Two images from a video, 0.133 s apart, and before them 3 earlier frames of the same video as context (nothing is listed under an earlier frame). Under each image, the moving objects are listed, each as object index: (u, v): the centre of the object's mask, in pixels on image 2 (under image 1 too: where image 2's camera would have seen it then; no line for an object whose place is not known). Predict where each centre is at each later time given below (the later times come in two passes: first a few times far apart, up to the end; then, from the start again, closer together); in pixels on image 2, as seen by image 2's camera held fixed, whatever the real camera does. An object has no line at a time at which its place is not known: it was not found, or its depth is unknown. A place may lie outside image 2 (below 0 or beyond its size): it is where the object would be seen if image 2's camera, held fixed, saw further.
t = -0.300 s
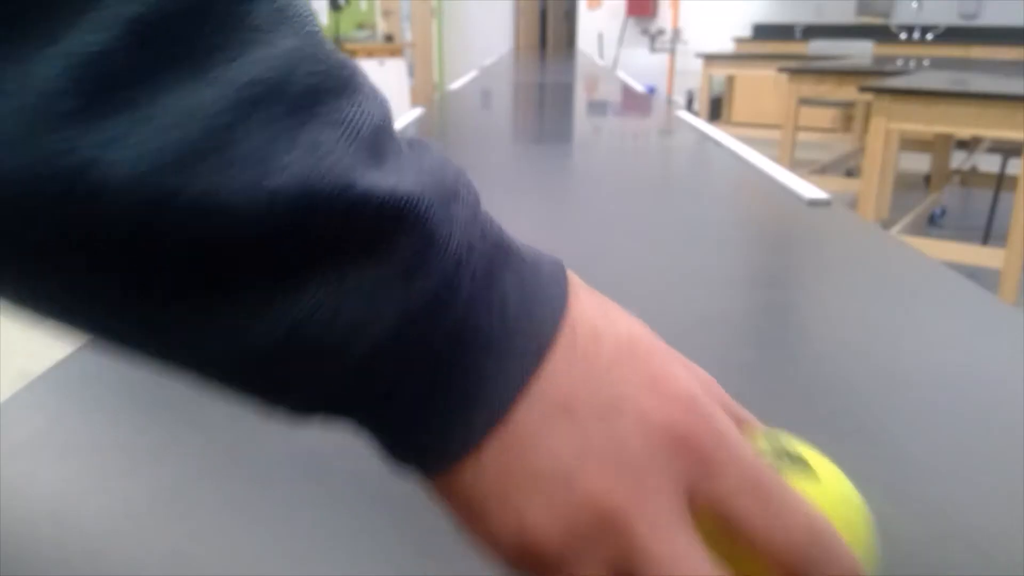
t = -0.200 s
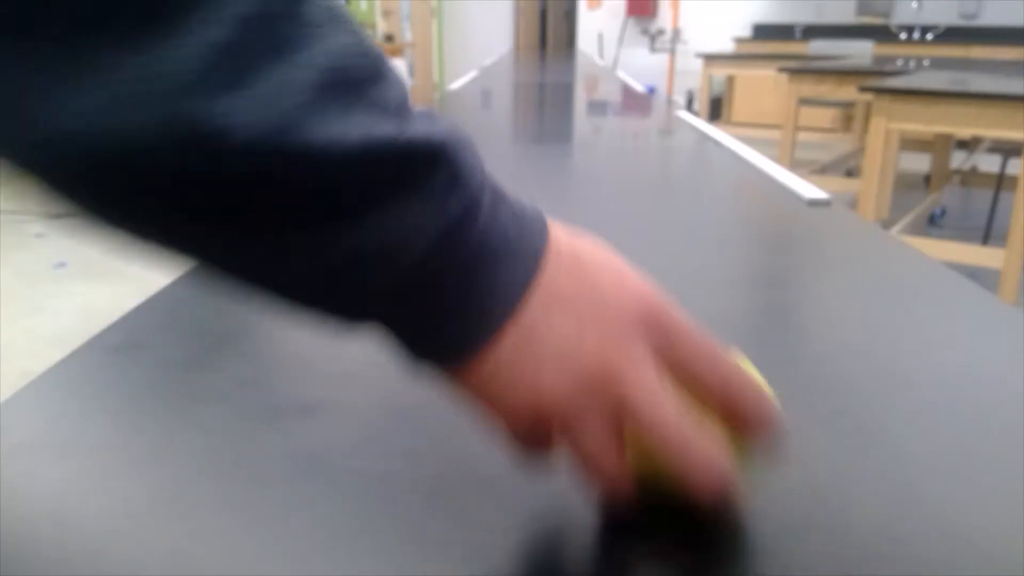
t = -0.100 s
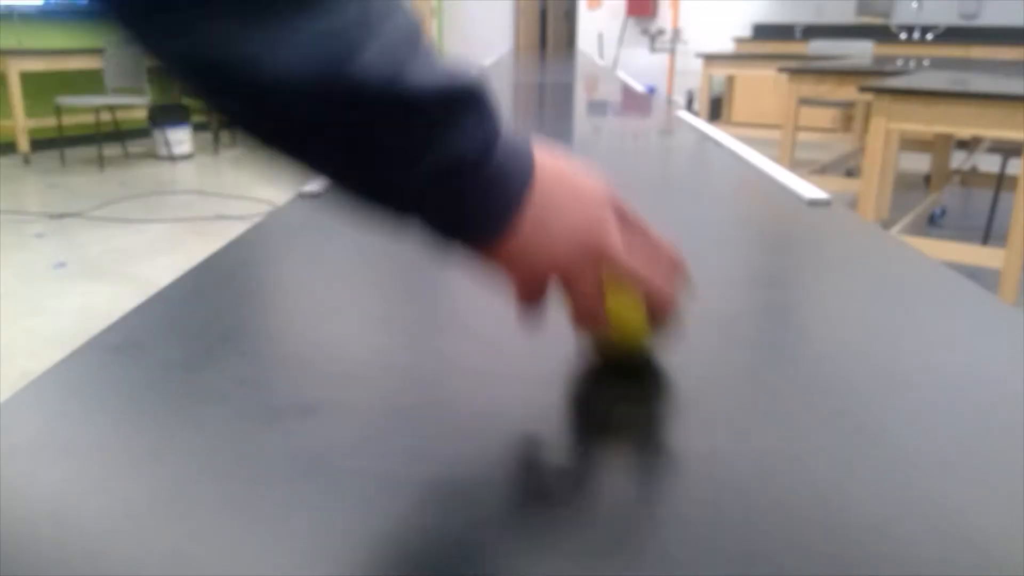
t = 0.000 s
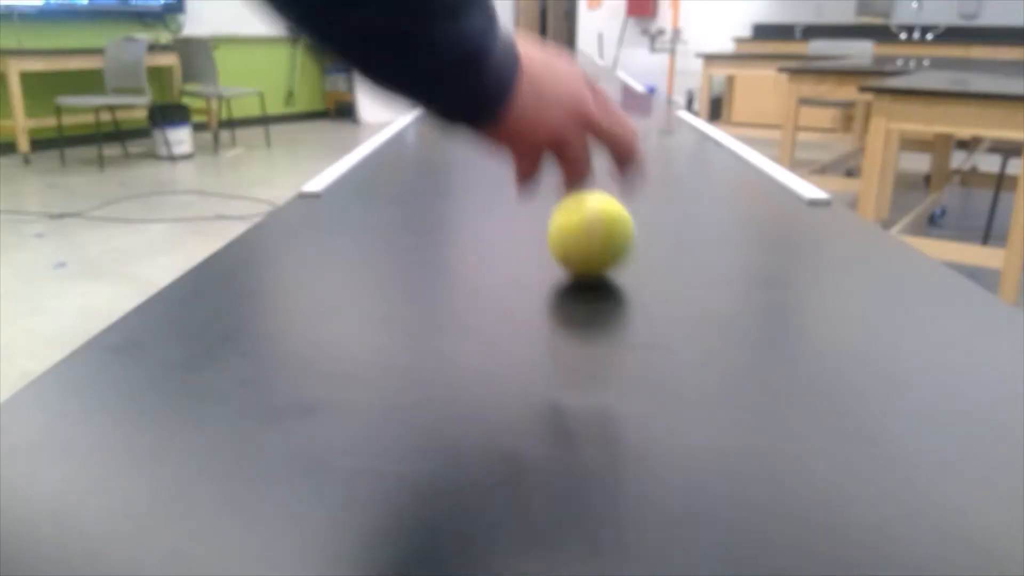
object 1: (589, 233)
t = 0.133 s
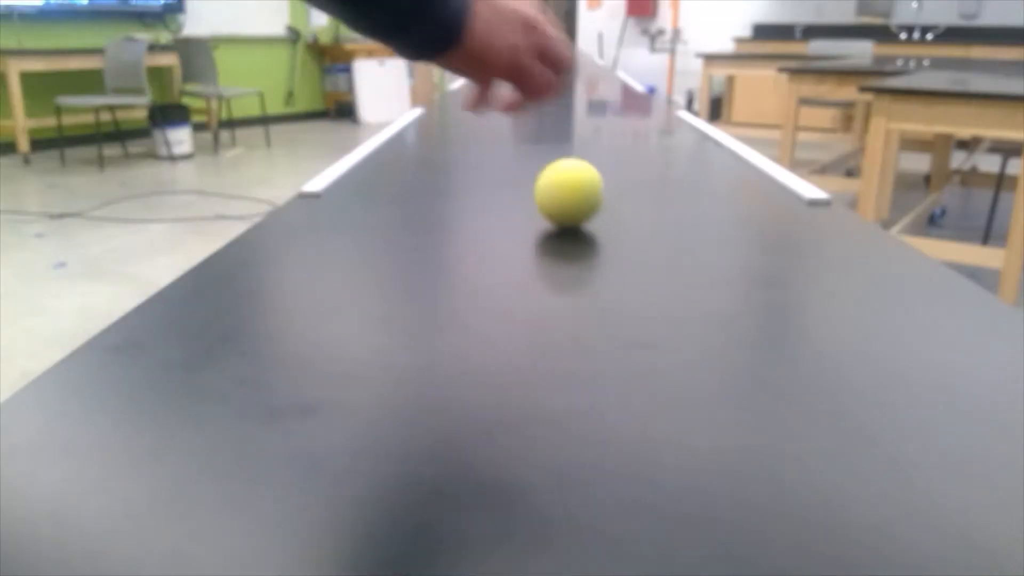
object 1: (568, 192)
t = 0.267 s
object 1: (556, 166)
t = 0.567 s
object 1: (538, 130)
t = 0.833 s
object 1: (528, 112)
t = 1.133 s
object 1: (521, 99)
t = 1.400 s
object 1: (517, 92)
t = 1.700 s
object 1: (515, 85)
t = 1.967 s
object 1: (515, 80)
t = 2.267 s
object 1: (518, 76)
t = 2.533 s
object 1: (521, 73)
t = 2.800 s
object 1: (524, 70)
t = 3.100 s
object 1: (528, 68)
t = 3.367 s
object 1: (532, 66)
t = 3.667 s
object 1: (537, 65)
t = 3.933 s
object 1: (540, 63)
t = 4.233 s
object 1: (545, 61)
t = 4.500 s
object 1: (549, 60)
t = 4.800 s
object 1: (553, 60)
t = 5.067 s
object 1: (557, 60)
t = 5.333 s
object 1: (561, 59)
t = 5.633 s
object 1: (565, 58)
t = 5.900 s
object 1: (568, 57)
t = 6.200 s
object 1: (572, 57)
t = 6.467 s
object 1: (574, 57)
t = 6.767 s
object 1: (577, 58)
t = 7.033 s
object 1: (578, 57)
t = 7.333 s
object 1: (580, 57)
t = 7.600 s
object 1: (581, 57)
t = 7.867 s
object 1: (581, 57)
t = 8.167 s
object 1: (582, 57)
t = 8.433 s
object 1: (583, 56)
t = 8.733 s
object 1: (583, 56)
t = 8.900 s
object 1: (583, 57)
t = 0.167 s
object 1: (565, 185)
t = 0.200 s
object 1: (562, 177)
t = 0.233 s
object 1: (559, 171)
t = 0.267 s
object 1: (556, 166)
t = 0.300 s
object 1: (553, 161)
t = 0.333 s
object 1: (551, 156)
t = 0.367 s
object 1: (548, 151)
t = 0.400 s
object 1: (546, 147)
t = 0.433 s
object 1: (544, 143)
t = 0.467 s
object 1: (542, 139)
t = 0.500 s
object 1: (540, 136)
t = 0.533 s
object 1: (539, 132)
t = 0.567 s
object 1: (538, 130)
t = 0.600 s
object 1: (536, 127)
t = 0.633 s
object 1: (535, 125)
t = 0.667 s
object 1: (533, 122)
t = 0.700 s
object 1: (532, 120)
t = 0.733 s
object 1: (531, 117)
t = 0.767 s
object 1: (530, 116)
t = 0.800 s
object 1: (529, 114)
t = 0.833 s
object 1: (528, 112)
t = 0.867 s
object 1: (527, 110)
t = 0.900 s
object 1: (526, 108)
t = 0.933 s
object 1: (525, 107)
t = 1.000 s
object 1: (524, 104)
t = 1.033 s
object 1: (523, 103)
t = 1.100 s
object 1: (521, 101)
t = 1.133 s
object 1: (521, 99)
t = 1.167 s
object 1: (520, 98)
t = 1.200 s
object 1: (519, 97)
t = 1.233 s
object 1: (519, 96)
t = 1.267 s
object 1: (518, 95)
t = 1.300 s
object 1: (518, 94)
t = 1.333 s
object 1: (518, 93)
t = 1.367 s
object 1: (517, 92)
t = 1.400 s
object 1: (517, 92)
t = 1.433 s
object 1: (516, 91)
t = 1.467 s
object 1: (516, 90)
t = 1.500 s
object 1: (516, 88)
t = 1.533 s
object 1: (516, 88)
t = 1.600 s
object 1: (515, 87)
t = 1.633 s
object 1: (515, 87)
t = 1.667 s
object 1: (515, 86)
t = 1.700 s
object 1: (515, 85)
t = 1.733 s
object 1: (515, 84)
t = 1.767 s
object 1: (515, 84)
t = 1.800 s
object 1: (515, 83)
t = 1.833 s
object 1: (515, 82)
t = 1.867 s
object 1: (515, 82)
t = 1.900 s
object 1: (515, 81)
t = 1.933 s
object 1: (515, 81)
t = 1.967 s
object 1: (515, 80)
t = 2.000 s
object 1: (515, 79)
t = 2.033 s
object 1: (516, 79)
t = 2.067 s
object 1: (516, 79)
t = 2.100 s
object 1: (516, 78)
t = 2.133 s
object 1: (517, 78)
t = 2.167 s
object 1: (517, 77)
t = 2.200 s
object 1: (517, 77)
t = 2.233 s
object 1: (517, 76)
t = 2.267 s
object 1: (518, 76)
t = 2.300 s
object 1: (518, 76)
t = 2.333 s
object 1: (518, 75)
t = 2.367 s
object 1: (519, 75)
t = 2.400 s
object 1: (519, 75)
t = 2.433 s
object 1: (520, 74)
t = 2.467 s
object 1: (520, 74)
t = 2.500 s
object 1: (520, 73)
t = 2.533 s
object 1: (521, 73)
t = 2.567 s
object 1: (521, 72)
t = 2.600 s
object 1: (521, 73)
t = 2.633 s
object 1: (522, 72)
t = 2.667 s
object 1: (522, 72)
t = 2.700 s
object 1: (523, 71)
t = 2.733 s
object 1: (523, 71)
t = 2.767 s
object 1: (524, 71)
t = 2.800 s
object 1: (524, 70)
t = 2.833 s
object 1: (525, 70)
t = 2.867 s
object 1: (525, 70)
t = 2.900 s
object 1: (525, 70)
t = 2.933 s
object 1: (526, 69)
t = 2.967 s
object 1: (527, 69)
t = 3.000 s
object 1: (527, 69)
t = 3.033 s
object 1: (527, 68)
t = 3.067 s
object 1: (528, 69)
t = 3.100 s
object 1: (528, 68)
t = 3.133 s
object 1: (529, 68)
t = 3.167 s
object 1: (529, 67)
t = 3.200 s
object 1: (530, 67)
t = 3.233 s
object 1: (530, 67)
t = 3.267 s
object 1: (531, 66)
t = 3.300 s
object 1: (531, 66)
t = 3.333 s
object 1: (531, 66)
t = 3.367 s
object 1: (532, 66)
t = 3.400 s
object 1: (533, 66)
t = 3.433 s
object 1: (533, 66)
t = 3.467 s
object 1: (534, 66)
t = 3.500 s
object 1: (534, 65)
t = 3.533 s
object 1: (535, 66)
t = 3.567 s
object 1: (535, 65)
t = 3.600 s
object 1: (536, 65)
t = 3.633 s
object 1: (536, 65)
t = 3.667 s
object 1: (537, 65)
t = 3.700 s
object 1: (537, 64)
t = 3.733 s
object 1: (538, 64)
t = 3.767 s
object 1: (538, 64)
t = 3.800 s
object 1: (539, 64)
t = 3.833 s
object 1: (539, 64)
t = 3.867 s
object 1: (539, 63)
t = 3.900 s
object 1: (540, 63)
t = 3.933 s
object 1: (540, 63)
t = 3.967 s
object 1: (541, 63)
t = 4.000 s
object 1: (542, 63)
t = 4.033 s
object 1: (542, 63)
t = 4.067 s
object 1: (543, 62)
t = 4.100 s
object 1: (543, 62)
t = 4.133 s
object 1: (544, 62)
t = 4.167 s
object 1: (544, 62)
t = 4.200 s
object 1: (544, 62)
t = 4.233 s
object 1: (545, 61)
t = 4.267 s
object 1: (545, 61)
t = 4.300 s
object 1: (546, 61)
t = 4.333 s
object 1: (546, 61)
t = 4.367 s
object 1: (547, 61)
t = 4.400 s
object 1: (547, 61)
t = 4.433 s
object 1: (548, 61)
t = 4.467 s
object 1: (548, 61)
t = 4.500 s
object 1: (549, 60)
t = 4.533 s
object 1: (549, 60)
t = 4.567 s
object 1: (550, 61)
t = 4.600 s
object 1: (550, 60)
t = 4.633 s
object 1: (551, 60)
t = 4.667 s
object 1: (551, 60)
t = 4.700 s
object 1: (552, 60)
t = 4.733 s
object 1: (552, 60)
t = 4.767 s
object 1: (553, 60)
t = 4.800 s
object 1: (553, 60)
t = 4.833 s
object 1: (554, 59)
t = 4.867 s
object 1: (554, 60)
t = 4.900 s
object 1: (555, 60)
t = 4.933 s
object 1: (555, 59)
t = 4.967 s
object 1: (556, 59)
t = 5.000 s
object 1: (556, 59)
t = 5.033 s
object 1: (557, 60)
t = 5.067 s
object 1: (557, 60)
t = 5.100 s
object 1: (558, 59)
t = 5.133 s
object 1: (558, 59)
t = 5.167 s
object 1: (559, 59)
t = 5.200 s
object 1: (559, 59)
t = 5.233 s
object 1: (560, 59)
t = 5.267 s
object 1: (560, 59)
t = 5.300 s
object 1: (561, 59)
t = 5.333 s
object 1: (561, 59)
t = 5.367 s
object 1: (562, 59)
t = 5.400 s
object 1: (563, 59)
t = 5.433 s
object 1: (563, 59)
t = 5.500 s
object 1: (563, 59)
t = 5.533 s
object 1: (564, 58)
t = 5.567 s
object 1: (565, 58)
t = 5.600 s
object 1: (565, 58)
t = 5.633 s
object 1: (565, 58)
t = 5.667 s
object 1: (566, 58)
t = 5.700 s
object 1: (566, 58)
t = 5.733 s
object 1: (566, 58)
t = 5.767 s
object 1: (567, 58)
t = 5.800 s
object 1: (567, 58)
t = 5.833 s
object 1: (567, 58)
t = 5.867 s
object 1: (568, 57)
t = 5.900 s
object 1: (568, 57)
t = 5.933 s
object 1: (569, 57)
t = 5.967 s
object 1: (569, 57)
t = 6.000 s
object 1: (570, 57)
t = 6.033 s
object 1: (570, 57)
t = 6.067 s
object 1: (570, 57)
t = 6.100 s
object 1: (570, 58)
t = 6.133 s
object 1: (571, 58)
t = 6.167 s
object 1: (571, 57)
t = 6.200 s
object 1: (572, 57)
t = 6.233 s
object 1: (572, 57)
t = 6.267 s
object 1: (572, 57)
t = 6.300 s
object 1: (573, 57)
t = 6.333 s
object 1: (573, 57)
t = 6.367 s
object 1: (573, 57)
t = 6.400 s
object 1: (574, 57)
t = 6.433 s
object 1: (574, 57)
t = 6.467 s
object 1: (574, 57)
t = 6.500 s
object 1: (575, 57)
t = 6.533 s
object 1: (575, 57)
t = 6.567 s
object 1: (575, 57)
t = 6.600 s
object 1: (576, 57)
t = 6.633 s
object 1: (576, 57)
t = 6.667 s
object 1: (576, 57)
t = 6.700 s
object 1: (576, 58)
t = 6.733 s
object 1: (576, 58)
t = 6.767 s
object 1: (577, 58)
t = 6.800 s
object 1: (577, 57)
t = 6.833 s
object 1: (577, 57)
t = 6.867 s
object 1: (577, 57)
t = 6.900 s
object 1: (577, 57)
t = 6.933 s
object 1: (577, 57)
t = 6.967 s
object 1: (578, 58)
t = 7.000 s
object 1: (578, 57)
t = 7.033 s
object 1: (578, 57)
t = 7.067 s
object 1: (579, 58)
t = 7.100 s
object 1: (579, 58)
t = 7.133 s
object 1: (579, 58)
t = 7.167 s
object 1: (580, 58)
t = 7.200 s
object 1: (580, 58)
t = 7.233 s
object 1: (580, 57)
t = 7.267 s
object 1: (580, 57)
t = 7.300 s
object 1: (580, 57)
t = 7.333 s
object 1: (580, 57)
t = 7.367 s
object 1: (581, 57)
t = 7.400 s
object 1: (581, 57)
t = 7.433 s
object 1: (580, 57)
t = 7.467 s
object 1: (581, 57)
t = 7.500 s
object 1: (581, 57)
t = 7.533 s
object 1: (581, 57)
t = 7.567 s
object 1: (581, 57)
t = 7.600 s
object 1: (581, 57)
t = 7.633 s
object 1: (581, 57)
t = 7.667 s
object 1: (581, 57)
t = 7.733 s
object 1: (581, 57)
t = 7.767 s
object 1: (581, 57)
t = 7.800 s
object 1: (581, 57)
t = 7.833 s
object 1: (581, 57)
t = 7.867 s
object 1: (581, 57)
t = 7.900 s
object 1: (581, 57)
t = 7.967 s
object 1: (581, 57)
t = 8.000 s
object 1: (581, 57)
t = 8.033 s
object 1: (581, 57)
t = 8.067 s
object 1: (581, 57)
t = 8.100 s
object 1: (581, 57)
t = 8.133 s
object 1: (582, 57)
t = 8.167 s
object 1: (582, 57)
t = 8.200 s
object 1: (582, 57)
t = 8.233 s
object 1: (582, 57)
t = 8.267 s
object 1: (582, 57)
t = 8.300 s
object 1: (583, 57)
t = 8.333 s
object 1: (583, 57)
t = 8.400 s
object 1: (583, 56)
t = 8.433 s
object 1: (583, 56)
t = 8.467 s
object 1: (583, 56)
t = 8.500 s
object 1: (583, 56)
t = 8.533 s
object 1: (583, 56)
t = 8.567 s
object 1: (583, 56)
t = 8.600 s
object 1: (583, 57)
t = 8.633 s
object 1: (583, 56)
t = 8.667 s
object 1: (583, 56)
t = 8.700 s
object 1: (583, 56)
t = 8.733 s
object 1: (583, 56)
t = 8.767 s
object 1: (583, 57)
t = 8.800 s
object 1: (583, 56)
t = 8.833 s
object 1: (583, 56)
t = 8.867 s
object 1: (583, 56)
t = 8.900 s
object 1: (583, 57)
